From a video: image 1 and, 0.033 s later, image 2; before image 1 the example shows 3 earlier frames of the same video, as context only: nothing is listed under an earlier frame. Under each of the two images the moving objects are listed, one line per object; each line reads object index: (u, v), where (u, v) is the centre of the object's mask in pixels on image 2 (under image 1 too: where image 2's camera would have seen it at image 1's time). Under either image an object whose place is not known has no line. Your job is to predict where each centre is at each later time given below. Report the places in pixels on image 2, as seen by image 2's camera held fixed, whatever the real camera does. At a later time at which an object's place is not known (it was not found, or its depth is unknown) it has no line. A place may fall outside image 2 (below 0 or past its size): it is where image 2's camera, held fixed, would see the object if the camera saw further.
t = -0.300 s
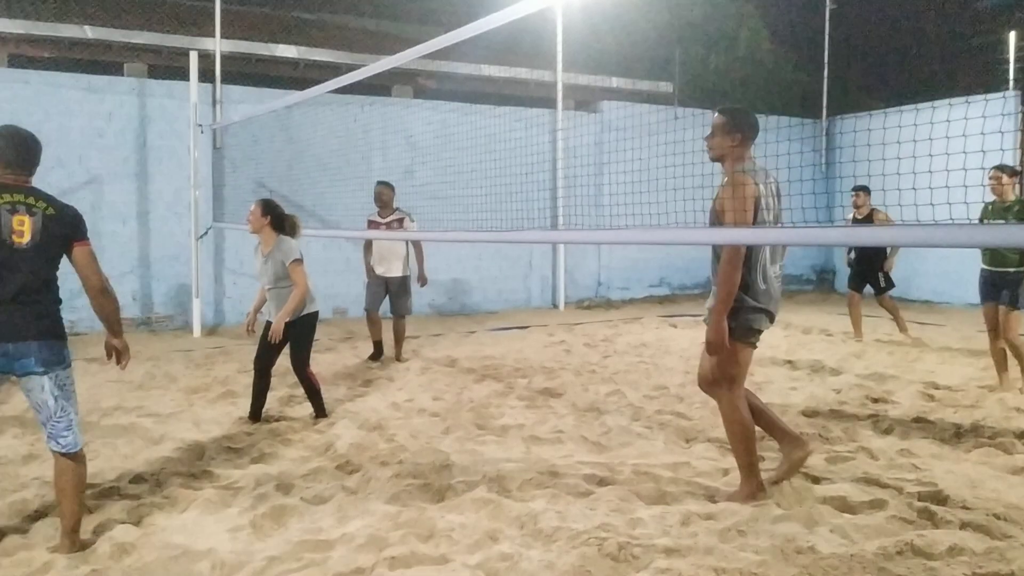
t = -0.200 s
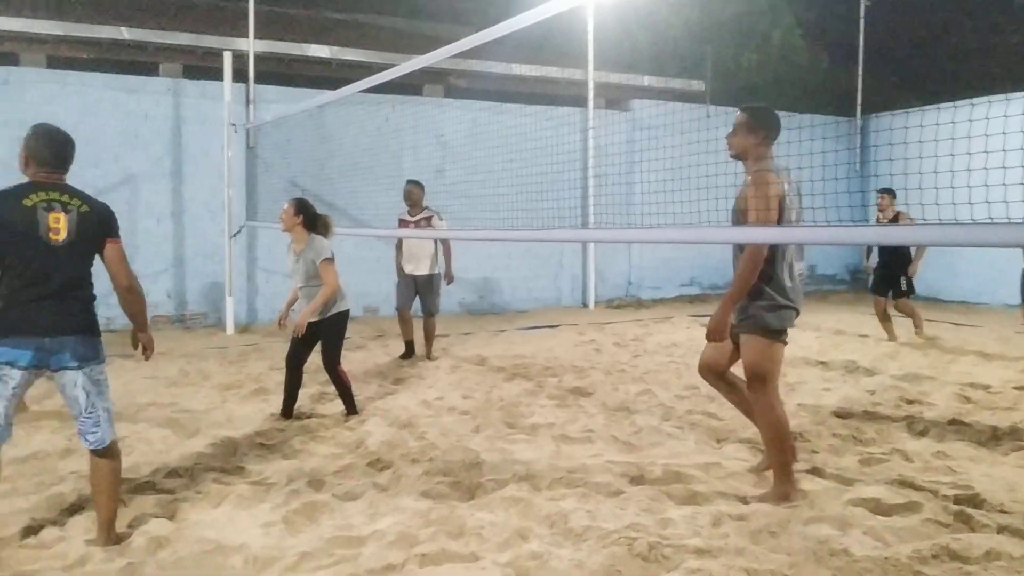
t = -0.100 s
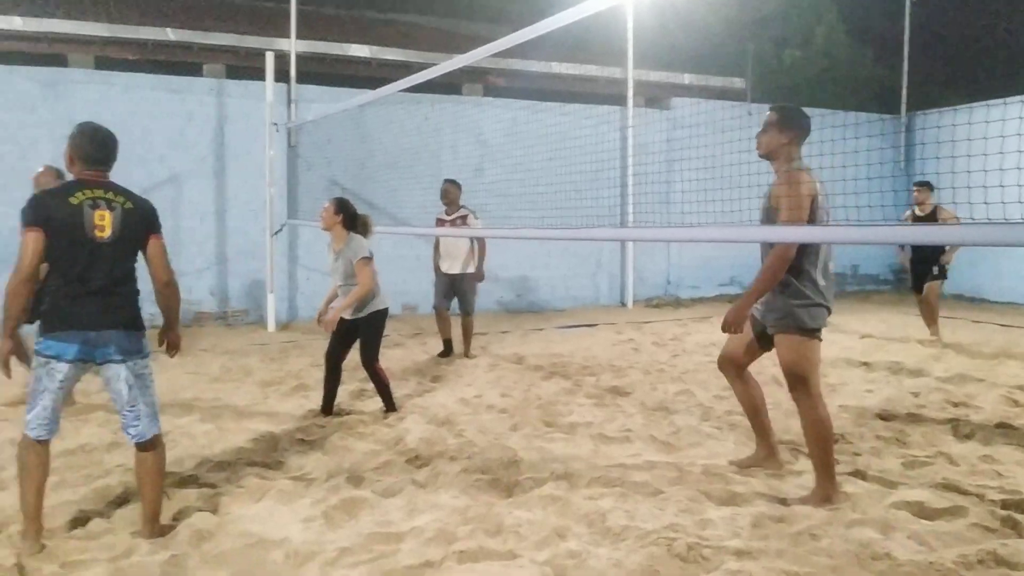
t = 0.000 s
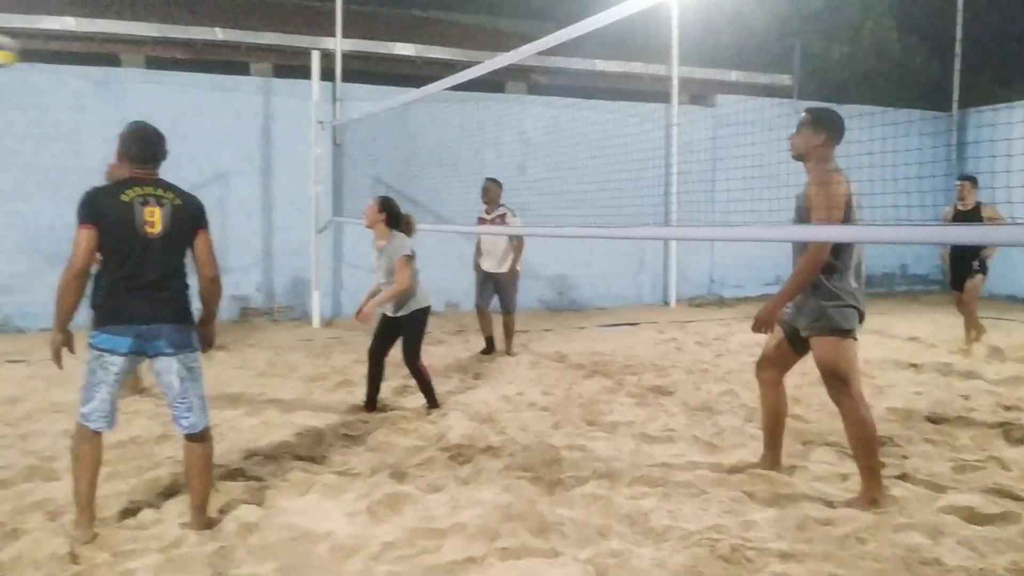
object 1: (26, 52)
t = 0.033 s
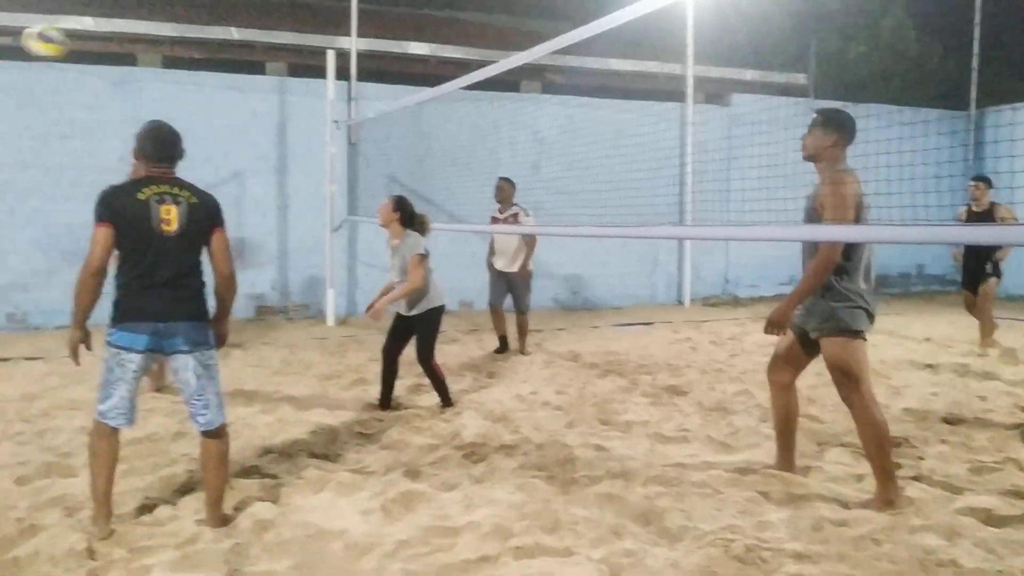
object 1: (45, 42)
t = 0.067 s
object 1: (76, 34)
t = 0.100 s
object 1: (104, 29)
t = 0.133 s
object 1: (136, 25)
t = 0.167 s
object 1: (167, 23)
